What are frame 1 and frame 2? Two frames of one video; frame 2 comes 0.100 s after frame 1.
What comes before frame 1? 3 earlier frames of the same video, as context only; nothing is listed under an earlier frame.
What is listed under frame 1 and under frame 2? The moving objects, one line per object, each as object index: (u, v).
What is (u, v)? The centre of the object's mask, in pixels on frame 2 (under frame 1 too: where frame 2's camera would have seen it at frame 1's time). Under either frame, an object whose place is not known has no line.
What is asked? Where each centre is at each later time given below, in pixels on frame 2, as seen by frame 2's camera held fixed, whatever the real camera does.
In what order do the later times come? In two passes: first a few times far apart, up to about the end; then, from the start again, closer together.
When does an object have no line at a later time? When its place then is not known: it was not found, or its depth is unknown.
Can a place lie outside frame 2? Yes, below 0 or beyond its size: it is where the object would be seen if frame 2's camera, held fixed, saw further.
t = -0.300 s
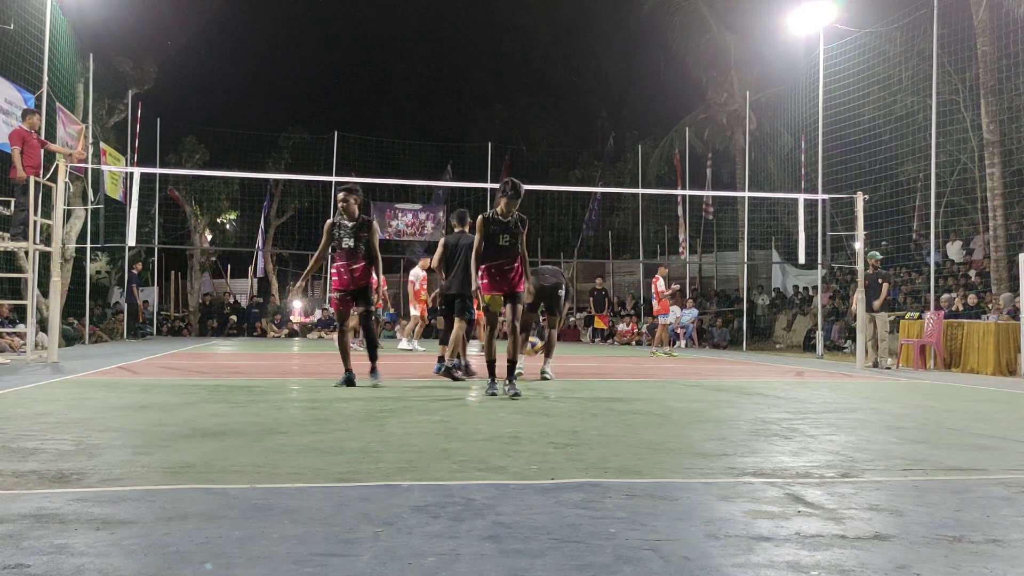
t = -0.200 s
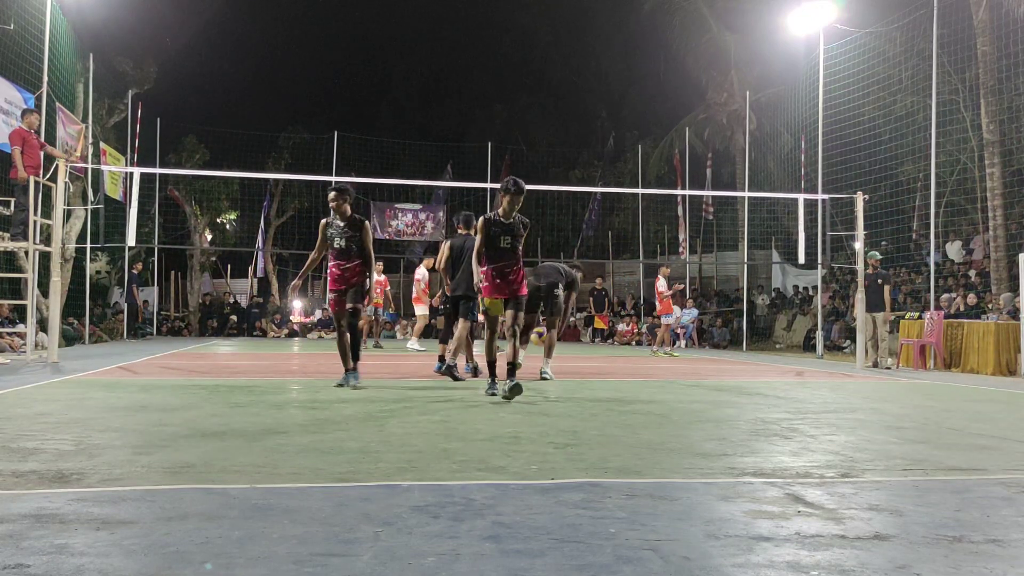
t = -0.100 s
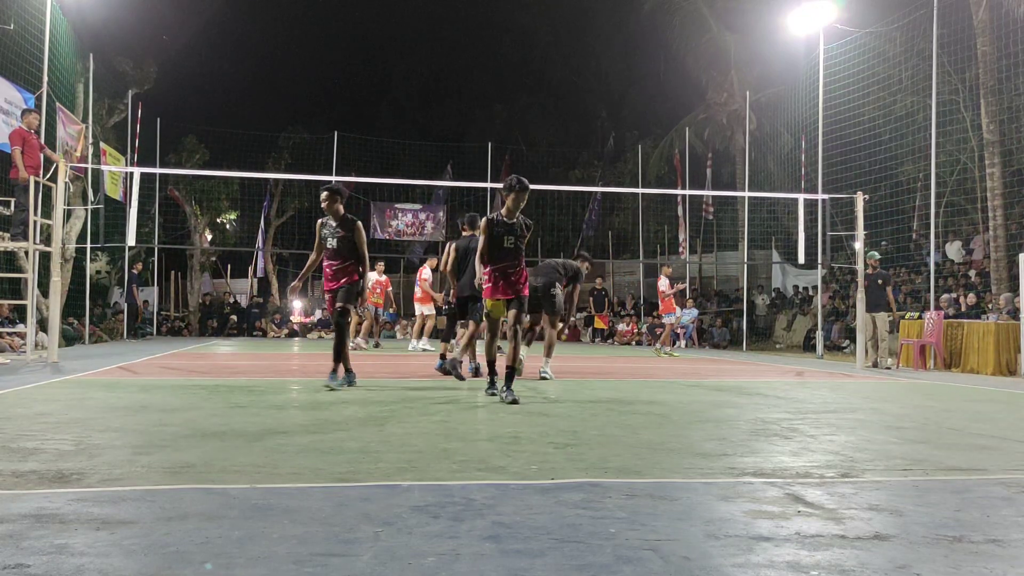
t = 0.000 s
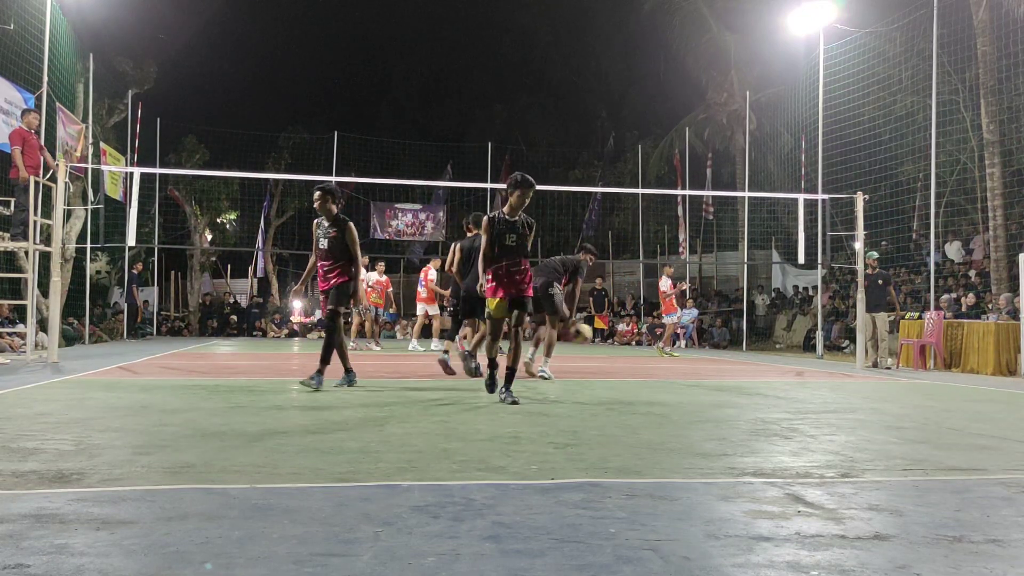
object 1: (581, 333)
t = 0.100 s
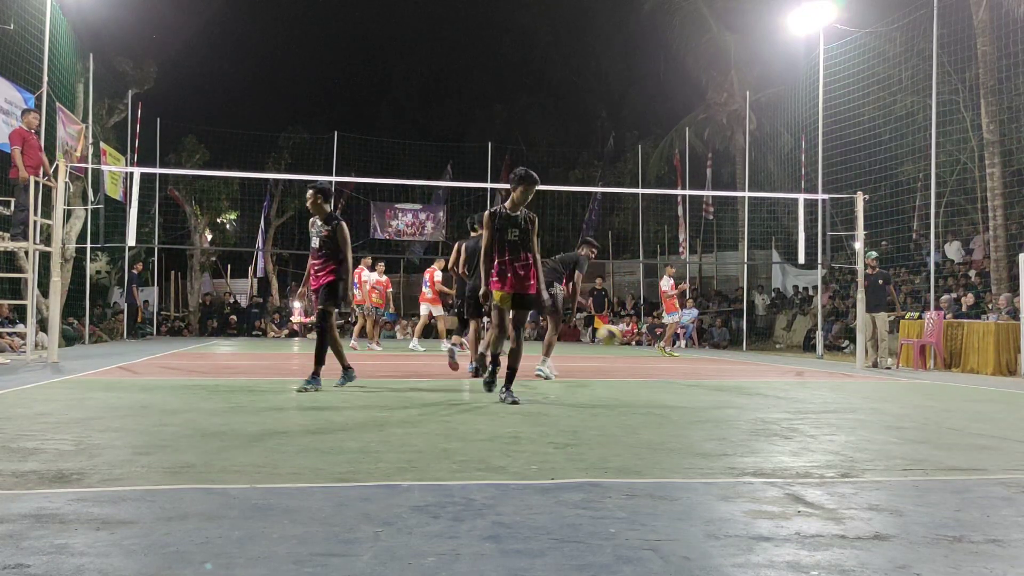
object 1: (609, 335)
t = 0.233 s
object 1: (650, 352)
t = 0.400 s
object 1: (703, 369)
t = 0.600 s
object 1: (761, 351)
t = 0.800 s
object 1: (830, 387)
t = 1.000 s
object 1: (918, 383)
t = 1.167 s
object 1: (1008, 408)
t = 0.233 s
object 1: (650, 352)
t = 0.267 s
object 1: (660, 359)
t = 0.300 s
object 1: (672, 368)
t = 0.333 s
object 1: (684, 381)
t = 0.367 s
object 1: (694, 375)
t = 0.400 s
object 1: (703, 369)
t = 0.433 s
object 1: (712, 362)
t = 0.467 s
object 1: (722, 357)
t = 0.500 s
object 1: (730, 353)
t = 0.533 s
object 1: (740, 351)
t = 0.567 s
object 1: (751, 350)
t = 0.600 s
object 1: (761, 351)
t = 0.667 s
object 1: (782, 355)
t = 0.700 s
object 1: (794, 360)
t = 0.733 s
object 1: (806, 368)
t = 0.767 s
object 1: (818, 377)
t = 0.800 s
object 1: (830, 387)
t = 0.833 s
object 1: (844, 400)
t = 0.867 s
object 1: (858, 396)
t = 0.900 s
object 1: (871, 391)
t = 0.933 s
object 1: (887, 387)
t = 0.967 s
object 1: (903, 383)
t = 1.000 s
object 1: (918, 383)
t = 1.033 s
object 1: (934, 383)
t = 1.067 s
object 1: (952, 387)
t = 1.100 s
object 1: (969, 392)
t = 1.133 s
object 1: (988, 400)
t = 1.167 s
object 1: (1008, 408)
